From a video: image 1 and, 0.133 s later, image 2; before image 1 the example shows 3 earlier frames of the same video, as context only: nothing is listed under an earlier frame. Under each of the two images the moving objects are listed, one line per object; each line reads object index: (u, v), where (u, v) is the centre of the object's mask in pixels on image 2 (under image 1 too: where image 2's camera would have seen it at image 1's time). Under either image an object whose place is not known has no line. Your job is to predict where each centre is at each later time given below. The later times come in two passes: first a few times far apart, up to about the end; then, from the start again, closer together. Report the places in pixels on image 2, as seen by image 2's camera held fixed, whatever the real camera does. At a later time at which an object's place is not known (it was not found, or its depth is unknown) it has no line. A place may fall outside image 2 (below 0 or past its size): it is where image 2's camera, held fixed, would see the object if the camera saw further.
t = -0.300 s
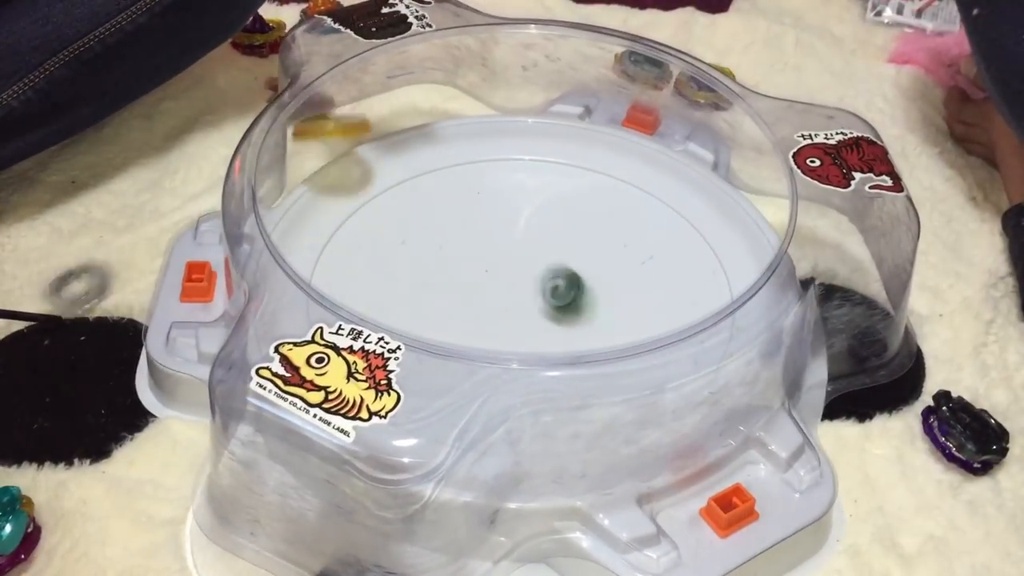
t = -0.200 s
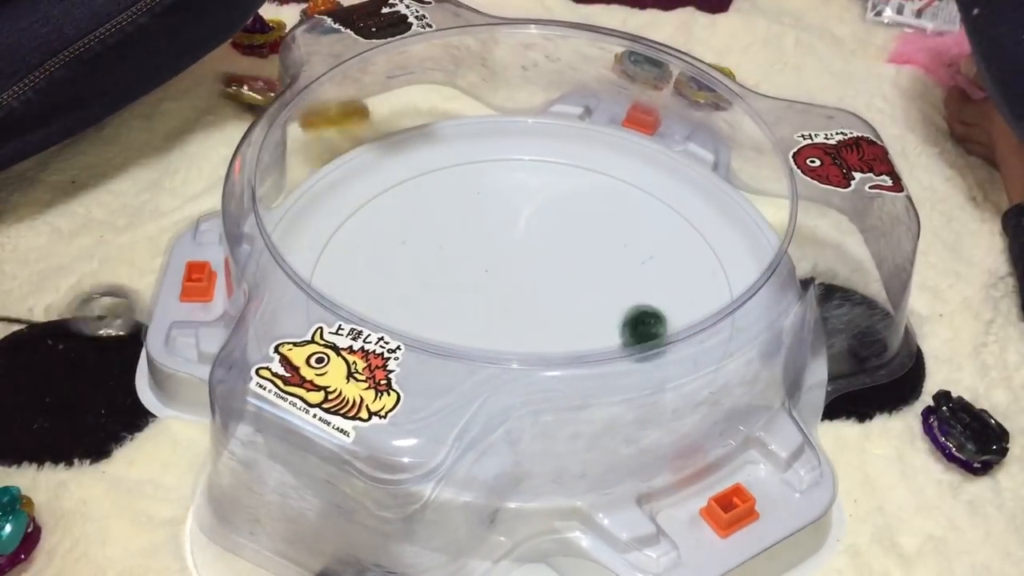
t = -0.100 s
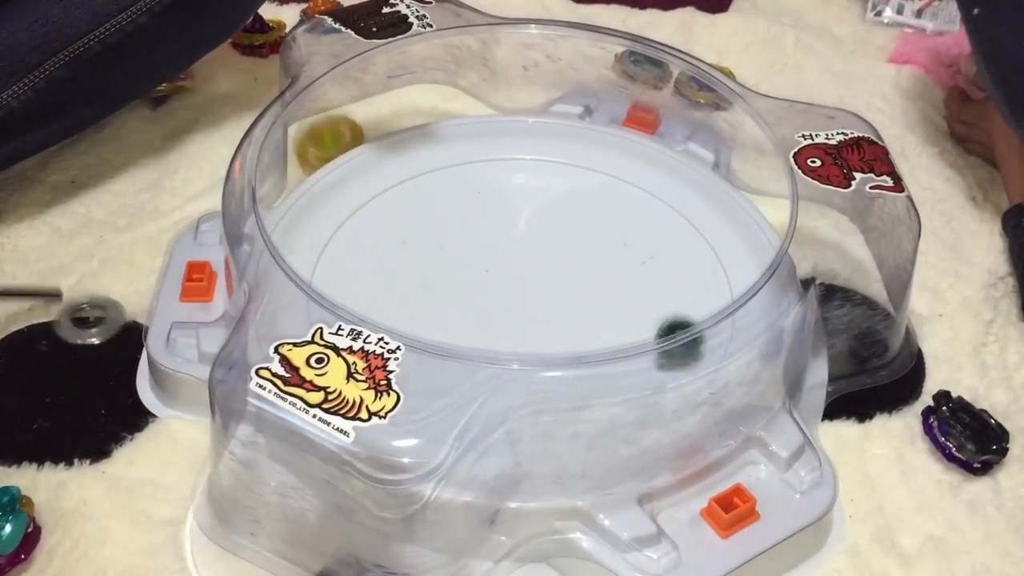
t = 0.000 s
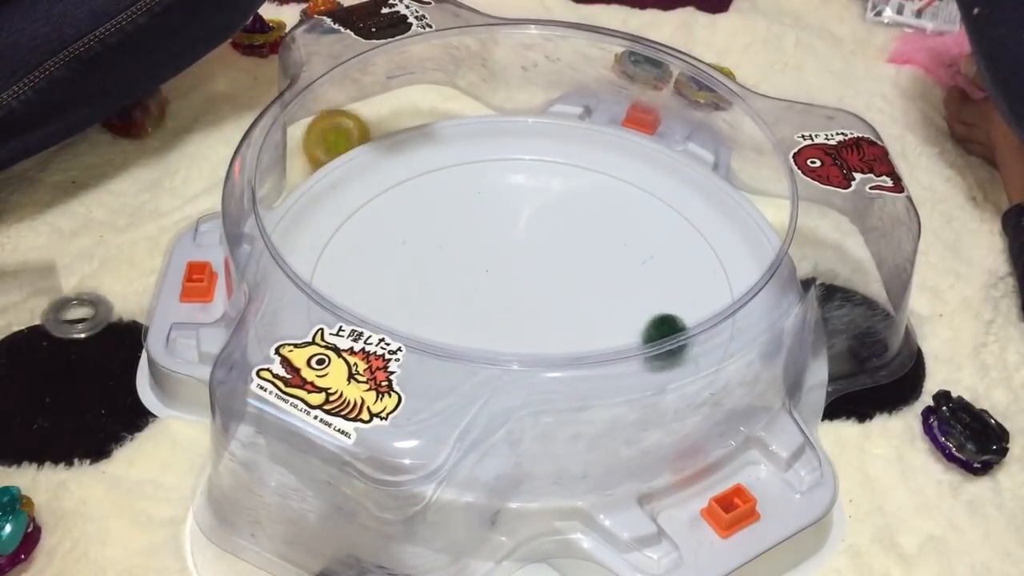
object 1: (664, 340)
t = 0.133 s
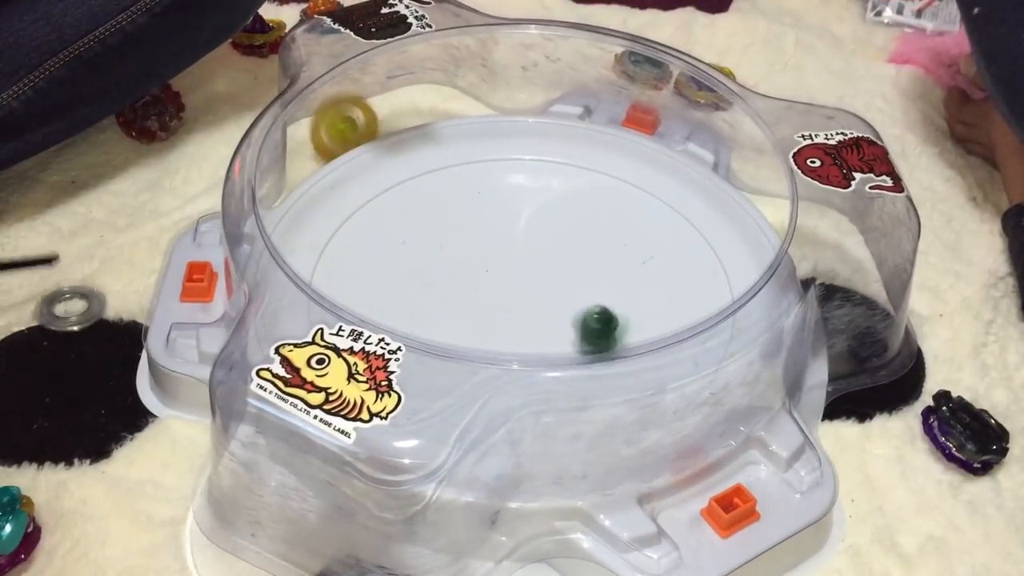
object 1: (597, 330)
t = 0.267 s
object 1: (514, 306)
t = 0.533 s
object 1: (430, 269)
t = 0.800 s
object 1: (490, 277)
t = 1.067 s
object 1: (561, 295)
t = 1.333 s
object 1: (549, 301)
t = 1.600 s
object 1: (530, 302)
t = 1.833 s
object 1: (535, 301)
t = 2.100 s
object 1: (533, 301)
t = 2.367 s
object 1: (531, 301)
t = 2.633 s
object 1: (532, 301)
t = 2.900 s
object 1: (533, 301)
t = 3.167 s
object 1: (534, 301)
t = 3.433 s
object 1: (534, 301)
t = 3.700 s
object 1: (533, 302)
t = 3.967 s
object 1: (532, 302)
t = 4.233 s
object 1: (534, 301)
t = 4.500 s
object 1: (533, 301)
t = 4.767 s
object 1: (532, 301)
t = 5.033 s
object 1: (534, 301)
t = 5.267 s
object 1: (533, 301)
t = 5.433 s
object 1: (533, 301)
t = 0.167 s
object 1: (578, 325)
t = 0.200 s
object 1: (554, 317)
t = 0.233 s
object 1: (534, 312)
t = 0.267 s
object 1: (514, 306)
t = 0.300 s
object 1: (492, 302)
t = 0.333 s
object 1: (475, 296)
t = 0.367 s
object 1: (459, 290)
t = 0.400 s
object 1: (447, 284)
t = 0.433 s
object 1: (440, 278)
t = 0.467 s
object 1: (433, 275)
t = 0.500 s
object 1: (432, 271)
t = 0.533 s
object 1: (430, 269)
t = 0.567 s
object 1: (432, 269)
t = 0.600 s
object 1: (436, 268)
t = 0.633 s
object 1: (442, 268)
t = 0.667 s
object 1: (451, 268)
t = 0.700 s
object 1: (459, 270)
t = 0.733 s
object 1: (470, 271)
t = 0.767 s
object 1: (479, 274)
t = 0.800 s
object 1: (490, 277)
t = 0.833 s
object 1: (501, 281)
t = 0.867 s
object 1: (511, 283)
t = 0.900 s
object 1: (523, 286)
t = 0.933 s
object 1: (533, 288)
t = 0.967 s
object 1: (542, 290)
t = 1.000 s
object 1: (547, 292)
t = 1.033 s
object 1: (554, 294)
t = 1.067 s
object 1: (561, 295)
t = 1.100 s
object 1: (562, 298)
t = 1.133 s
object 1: (565, 299)
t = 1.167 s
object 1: (565, 299)
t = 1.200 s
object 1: (564, 301)
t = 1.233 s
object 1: (560, 303)
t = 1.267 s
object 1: (556, 301)
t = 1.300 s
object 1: (554, 302)
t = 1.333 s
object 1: (549, 301)
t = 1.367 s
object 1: (545, 300)
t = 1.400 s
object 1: (542, 300)
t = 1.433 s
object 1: (540, 300)
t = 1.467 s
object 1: (538, 300)
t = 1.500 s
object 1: (535, 301)
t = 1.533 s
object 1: (533, 301)
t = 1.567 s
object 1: (531, 302)
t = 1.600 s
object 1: (530, 302)
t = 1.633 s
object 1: (530, 302)
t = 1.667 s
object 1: (531, 302)
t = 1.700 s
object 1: (532, 301)
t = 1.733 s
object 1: (533, 301)
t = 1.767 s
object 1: (534, 301)
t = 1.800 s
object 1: (535, 301)
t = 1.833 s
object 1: (535, 301)
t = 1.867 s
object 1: (534, 301)
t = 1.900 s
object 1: (533, 301)
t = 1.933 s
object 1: (531, 301)
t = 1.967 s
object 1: (531, 301)
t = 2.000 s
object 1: (531, 301)
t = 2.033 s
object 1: (531, 301)
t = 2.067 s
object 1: (532, 301)
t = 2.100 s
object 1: (533, 301)
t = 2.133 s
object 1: (534, 301)
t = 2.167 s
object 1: (535, 301)
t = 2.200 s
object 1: (534, 301)
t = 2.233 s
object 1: (533, 301)
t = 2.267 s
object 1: (532, 301)
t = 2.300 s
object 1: (531, 301)
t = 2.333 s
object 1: (531, 301)
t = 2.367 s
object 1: (531, 301)
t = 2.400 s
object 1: (532, 301)
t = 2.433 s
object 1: (533, 301)
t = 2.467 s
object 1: (534, 301)
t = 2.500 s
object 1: (535, 301)
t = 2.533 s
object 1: (534, 301)
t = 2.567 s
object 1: (533, 301)
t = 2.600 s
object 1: (532, 301)
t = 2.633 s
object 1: (532, 301)
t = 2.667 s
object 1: (531, 301)
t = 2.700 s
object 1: (532, 301)
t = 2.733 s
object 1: (532, 301)
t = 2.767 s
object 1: (533, 301)
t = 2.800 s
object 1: (534, 301)
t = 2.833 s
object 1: (535, 301)
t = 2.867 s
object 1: (534, 301)
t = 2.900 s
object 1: (533, 301)
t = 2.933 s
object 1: (532, 301)
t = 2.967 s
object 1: (532, 301)
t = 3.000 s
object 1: (532, 301)
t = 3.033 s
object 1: (532, 301)
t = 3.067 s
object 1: (533, 301)
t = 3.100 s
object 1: (534, 301)
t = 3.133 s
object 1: (534, 301)
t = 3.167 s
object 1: (534, 301)
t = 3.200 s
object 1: (534, 301)
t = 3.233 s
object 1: (533, 301)
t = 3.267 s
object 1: (532, 301)
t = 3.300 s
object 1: (532, 301)
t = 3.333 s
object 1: (532, 301)
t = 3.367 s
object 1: (533, 301)
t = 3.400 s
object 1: (533, 301)
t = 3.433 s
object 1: (534, 301)
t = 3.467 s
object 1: (535, 301)
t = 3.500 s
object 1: (534, 301)
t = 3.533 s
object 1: (534, 301)
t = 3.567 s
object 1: (533, 301)
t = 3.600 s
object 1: (532, 302)
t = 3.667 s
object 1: (532, 302)
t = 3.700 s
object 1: (533, 302)
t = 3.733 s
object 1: (533, 301)
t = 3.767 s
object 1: (534, 301)
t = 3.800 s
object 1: (534, 301)
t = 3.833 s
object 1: (534, 301)
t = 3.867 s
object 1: (534, 301)
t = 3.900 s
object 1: (533, 301)
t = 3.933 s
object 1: (533, 302)
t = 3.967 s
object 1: (532, 302)
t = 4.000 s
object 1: (532, 302)
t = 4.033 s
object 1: (532, 302)
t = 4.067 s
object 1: (533, 301)
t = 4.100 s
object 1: (533, 301)
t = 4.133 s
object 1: (534, 301)
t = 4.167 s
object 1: (534, 301)
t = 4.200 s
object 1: (534, 301)
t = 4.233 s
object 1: (534, 301)
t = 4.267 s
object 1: (534, 301)
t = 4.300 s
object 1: (533, 301)
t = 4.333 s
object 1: (533, 301)
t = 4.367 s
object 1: (532, 302)
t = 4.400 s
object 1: (532, 302)
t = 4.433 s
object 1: (533, 301)
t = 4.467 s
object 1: (533, 301)
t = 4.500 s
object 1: (533, 301)
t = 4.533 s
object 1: (534, 301)
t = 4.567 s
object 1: (534, 301)
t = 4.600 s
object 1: (534, 301)
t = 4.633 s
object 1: (534, 301)
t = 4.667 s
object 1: (533, 301)
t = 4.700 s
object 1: (533, 301)
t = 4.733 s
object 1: (533, 301)
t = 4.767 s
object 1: (532, 301)
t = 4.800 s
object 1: (532, 301)
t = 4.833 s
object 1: (533, 301)
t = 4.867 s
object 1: (533, 301)
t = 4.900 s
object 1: (533, 301)
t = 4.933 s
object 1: (534, 301)
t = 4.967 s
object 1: (534, 301)
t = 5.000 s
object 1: (534, 301)
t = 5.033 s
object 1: (534, 301)
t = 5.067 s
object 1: (534, 301)
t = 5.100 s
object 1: (533, 301)
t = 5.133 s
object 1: (533, 301)
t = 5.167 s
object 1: (533, 301)
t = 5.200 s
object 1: (532, 301)
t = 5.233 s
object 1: (532, 302)
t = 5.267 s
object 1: (533, 301)
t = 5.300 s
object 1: (533, 301)
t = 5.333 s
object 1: (533, 301)
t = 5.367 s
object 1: (533, 301)
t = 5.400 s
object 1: (534, 301)
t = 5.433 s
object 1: (533, 301)
